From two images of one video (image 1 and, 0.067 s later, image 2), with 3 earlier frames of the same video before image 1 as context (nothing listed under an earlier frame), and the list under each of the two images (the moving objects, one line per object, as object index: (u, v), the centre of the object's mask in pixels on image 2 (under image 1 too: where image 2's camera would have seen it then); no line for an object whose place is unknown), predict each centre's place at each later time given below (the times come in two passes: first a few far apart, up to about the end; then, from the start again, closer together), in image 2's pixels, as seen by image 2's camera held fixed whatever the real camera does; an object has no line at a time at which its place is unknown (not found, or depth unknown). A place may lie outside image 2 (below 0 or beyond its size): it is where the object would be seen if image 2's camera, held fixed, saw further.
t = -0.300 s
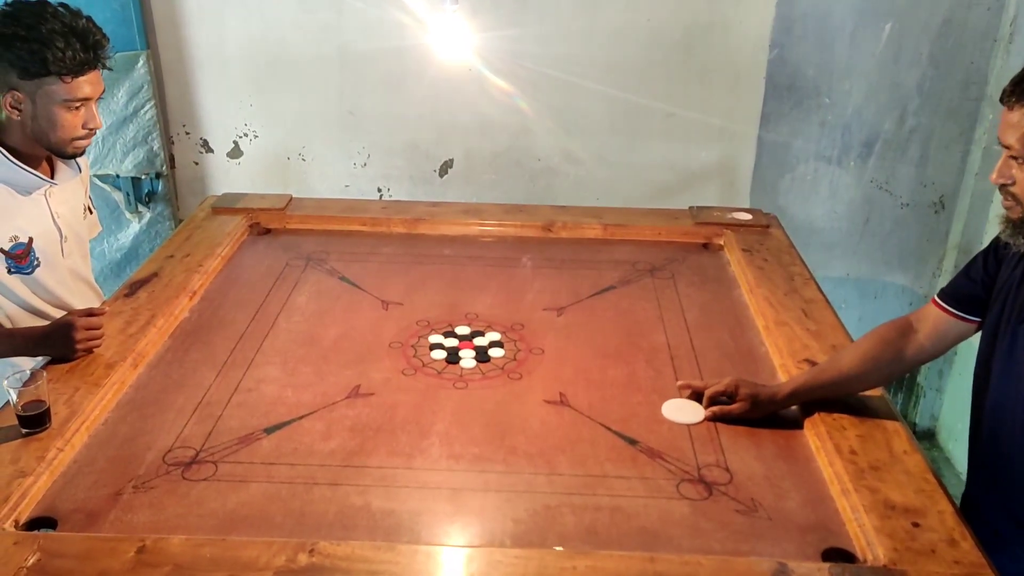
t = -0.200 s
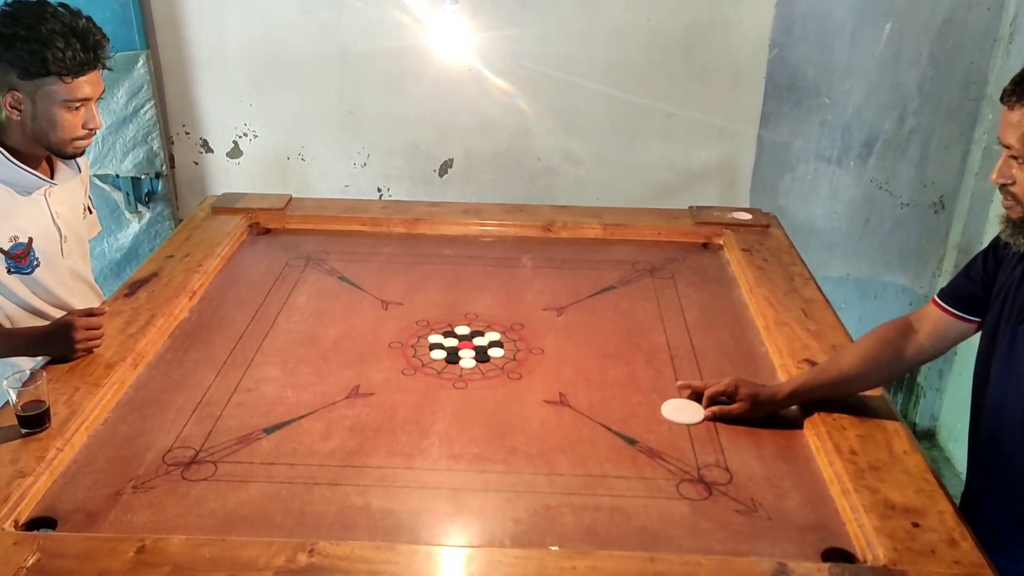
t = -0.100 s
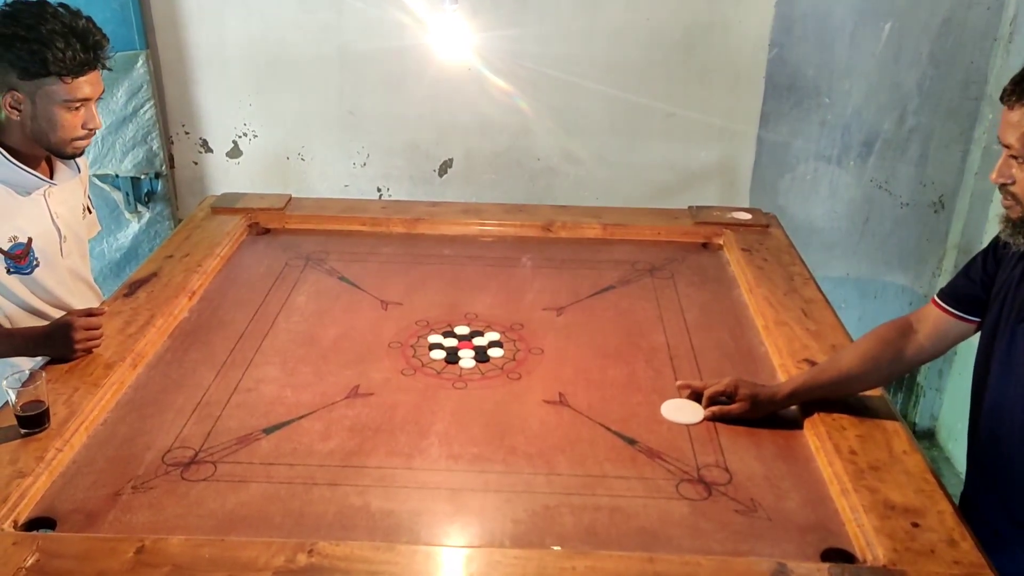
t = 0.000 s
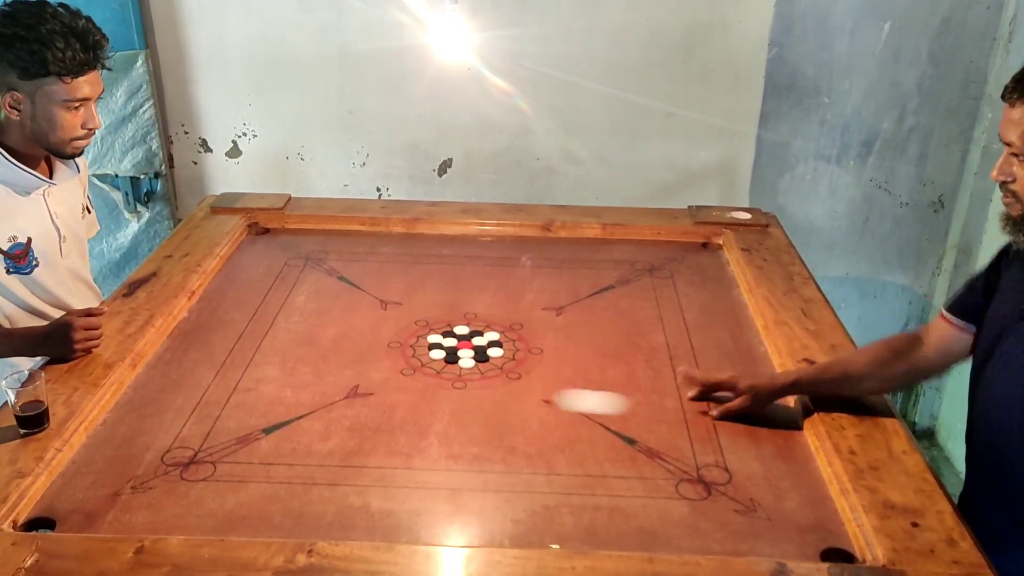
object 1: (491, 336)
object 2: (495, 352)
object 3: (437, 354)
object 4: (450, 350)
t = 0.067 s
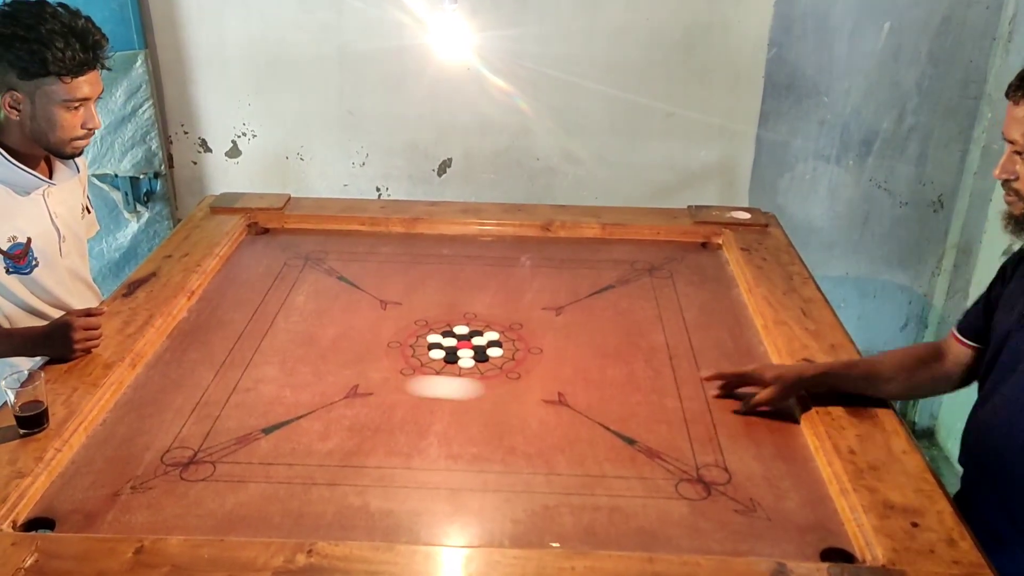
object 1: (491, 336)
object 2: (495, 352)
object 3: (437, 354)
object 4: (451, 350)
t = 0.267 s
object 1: (491, 336)
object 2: (495, 352)
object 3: (437, 354)
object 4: (451, 350)
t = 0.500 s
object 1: (569, 336)
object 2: (553, 359)
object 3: (502, 390)
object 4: (475, 365)
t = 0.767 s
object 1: (714, 335)
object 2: (666, 371)
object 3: (641, 468)
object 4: (523, 394)
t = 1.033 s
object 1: (683, 323)
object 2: (764, 382)
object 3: (776, 532)
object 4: (571, 422)
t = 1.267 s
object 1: (650, 329)
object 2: (766, 377)
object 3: (819, 519)
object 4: (613, 445)
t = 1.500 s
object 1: (675, 336)
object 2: (741, 367)
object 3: (803, 501)
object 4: (654, 464)
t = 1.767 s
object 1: (693, 341)
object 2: (721, 359)
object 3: (777, 484)
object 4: (693, 481)
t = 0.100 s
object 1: (491, 336)
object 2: (495, 352)
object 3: (437, 354)
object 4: (451, 350)
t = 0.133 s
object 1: (491, 336)
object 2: (495, 352)
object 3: (437, 354)
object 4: (450, 350)
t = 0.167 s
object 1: (491, 336)
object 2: (495, 352)
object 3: (437, 354)
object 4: (451, 350)
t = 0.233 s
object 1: (491, 336)
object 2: (495, 352)
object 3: (437, 354)
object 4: (451, 350)
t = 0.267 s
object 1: (491, 336)
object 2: (495, 352)
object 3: (437, 354)
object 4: (451, 350)
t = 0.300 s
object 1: (492, 336)
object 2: (495, 352)
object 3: (437, 354)
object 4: (451, 350)
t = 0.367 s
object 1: (494, 336)
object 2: (496, 352)
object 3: (440, 355)
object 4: (452, 350)
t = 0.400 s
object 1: (512, 336)
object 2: (510, 354)
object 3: (454, 361)
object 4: (458, 353)
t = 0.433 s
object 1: (531, 336)
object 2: (524, 355)
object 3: (471, 371)
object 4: (463, 358)
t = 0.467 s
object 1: (550, 336)
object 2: (539, 357)
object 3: (487, 381)
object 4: (470, 362)
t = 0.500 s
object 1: (569, 336)
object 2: (553, 359)
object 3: (502, 390)
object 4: (475, 365)
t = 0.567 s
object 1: (607, 335)
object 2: (583, 362)
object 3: (534, 408)
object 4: (487, 373)
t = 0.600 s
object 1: (625, 335)
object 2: (597, 364)
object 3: (551, 418)
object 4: (493, 376)
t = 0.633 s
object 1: (643, 335)
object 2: (611, 365)
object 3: (568, 428)
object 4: (499, 380)
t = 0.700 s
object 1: (680, 335)
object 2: (639, 369)
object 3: (604, 448)
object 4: (511, 387)
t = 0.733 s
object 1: (697, 335)
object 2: (653, 370)
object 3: (622, 458)
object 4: (517, 391)
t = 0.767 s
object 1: (714, 335)
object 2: (666, 371)
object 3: (641, 468)
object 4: (523, 394)
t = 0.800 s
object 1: (731, 334)
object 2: (679, 373)
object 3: (660, 479)
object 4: (529, 398)
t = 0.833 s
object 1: (748, 334)
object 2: (692, 374)
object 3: (679, 489)
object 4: (535, 401)
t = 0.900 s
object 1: (732, 331)
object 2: (717, 377)
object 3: (720, 511)
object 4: (547, 408)
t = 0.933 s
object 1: (719, 329)
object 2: (729, 378)
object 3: (741, 522)
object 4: (553, 412)
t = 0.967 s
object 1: (706, 327)
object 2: (740, 379)
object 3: (761, 533)
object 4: (559, 415)
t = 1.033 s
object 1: (683, 323)
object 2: (764, 382)
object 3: (776, 532)
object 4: (571, 422)
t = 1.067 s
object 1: (672, 321)
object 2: (773, 383)
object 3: (782, 530)
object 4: (577, 425)
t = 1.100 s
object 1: (665, 322)
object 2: (769, 384)
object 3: (788, 528)
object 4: (583, 429)
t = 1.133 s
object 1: (662, 323)
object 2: (765, 384)
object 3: (795, 526)
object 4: (589, 432)
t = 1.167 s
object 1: (658, 325)
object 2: (768, 382)
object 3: (801, 524)
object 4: (595, 435)
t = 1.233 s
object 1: (652, 327)
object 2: (770, 378)
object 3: (813, 521)
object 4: (607, 442)
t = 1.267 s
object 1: (650, 329)
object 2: (766, 377)
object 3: (819, 519)
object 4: (613, 445)
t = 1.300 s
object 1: (653, 330)
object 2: (762, 375)
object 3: (825, 517)
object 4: (619, 448)
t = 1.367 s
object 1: (661, 332)
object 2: (754, 372)
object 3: (825, 512)
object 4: (631, 454)
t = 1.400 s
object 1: (665, 333)
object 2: (751, 371)
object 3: (819, 509)
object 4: (637, 456)
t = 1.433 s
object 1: (668, 335)
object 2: (747, 369)
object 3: (813, 506)
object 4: (642, 459)
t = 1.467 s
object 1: (672, 335)
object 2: (744, 368)
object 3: (808, 503)
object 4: (648, 462)
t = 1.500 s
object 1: (675, 336)
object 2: (741, 367)
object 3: (803, 501)
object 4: (654, 464)
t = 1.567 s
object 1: (681, 338)
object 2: (735, 365)
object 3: (794, 495)
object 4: (664, 469)
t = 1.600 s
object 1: (683, 339)
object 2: (732, 363)
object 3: (790, 493)
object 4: (670, 472)
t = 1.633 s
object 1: (686, 339)
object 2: (729, 362)
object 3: (787, 491)
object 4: (675, 474)
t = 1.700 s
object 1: (690, 340)
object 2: (725, 361)
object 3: (782, 488)
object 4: (684, 478)
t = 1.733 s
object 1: (692, 341)
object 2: (723, 360)
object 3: (779, 486)
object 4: (689, 479)
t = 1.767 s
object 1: (693, 341)
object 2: (721, 359)
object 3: (777, 484)
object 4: (693, 481)
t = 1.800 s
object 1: (695, 341)
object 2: (720, 358)
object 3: (775, 483)
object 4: (697, 483)
